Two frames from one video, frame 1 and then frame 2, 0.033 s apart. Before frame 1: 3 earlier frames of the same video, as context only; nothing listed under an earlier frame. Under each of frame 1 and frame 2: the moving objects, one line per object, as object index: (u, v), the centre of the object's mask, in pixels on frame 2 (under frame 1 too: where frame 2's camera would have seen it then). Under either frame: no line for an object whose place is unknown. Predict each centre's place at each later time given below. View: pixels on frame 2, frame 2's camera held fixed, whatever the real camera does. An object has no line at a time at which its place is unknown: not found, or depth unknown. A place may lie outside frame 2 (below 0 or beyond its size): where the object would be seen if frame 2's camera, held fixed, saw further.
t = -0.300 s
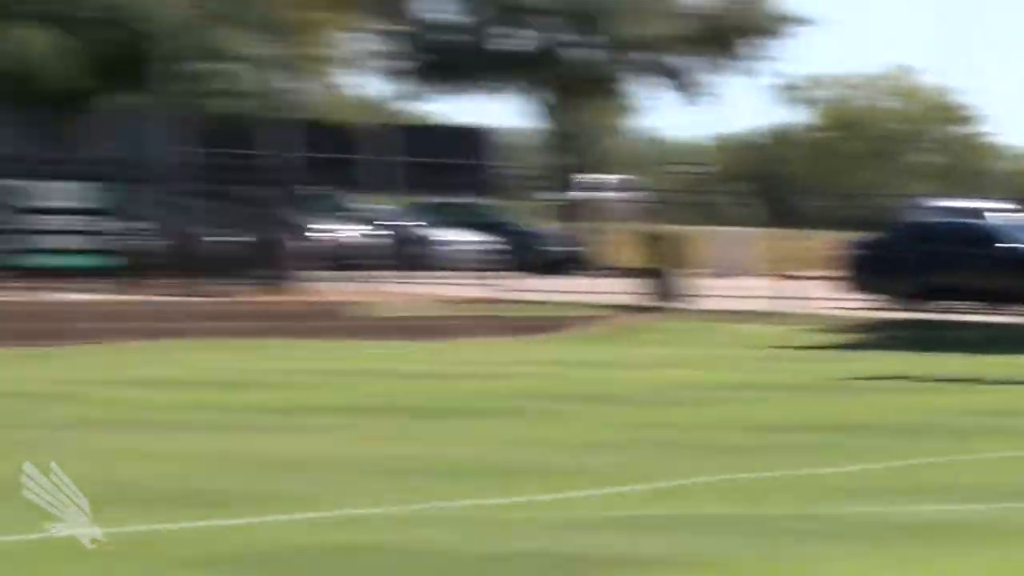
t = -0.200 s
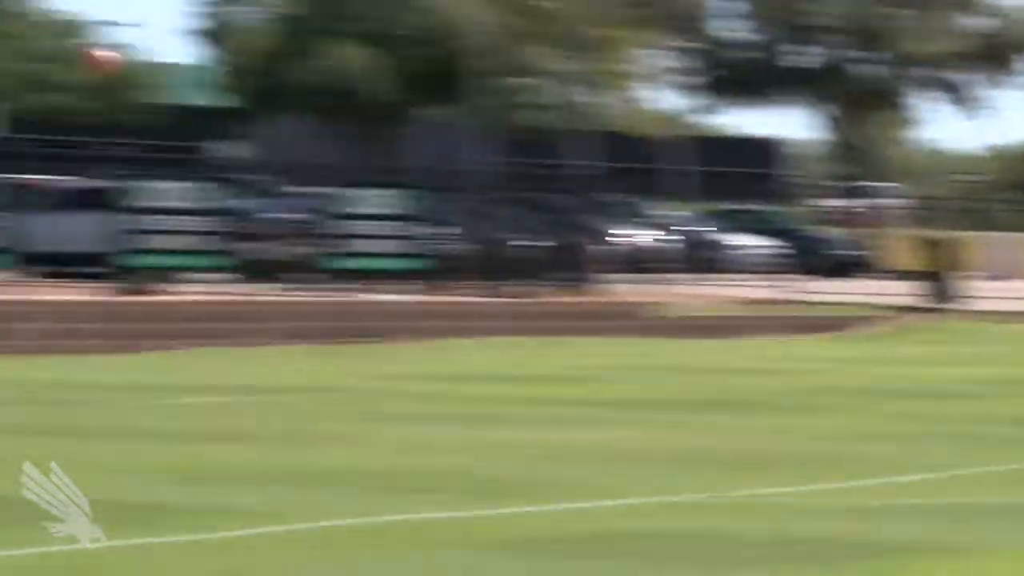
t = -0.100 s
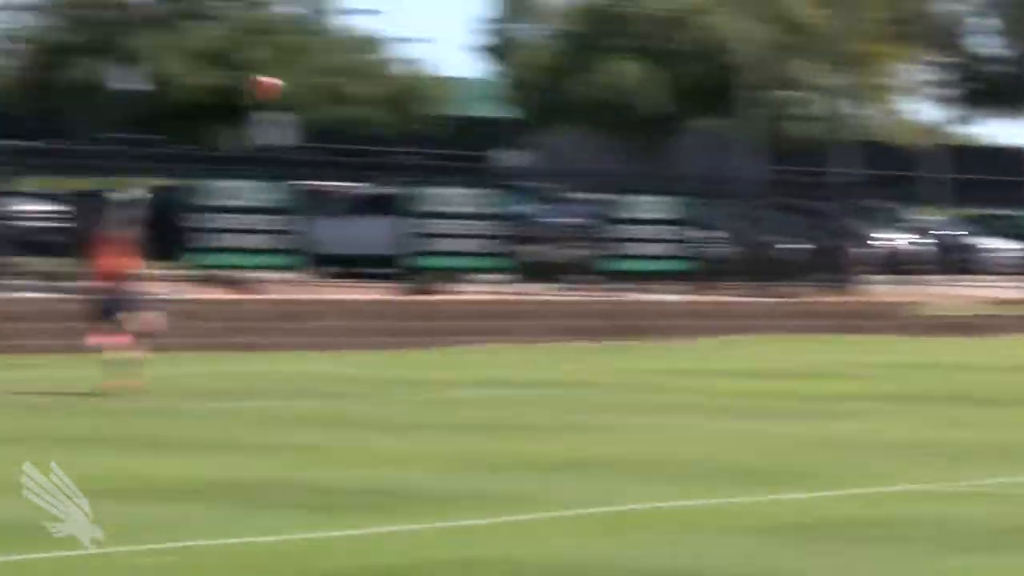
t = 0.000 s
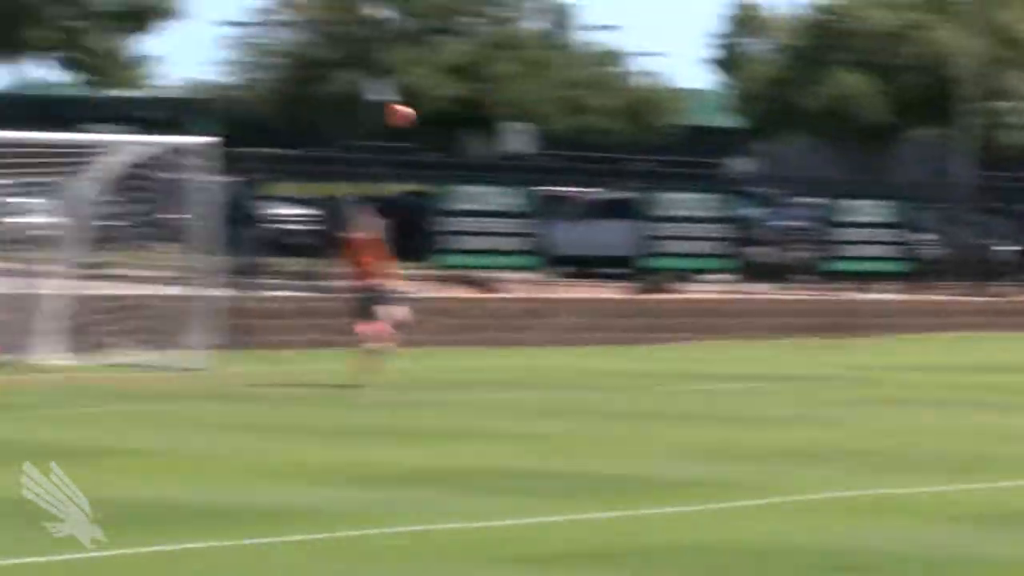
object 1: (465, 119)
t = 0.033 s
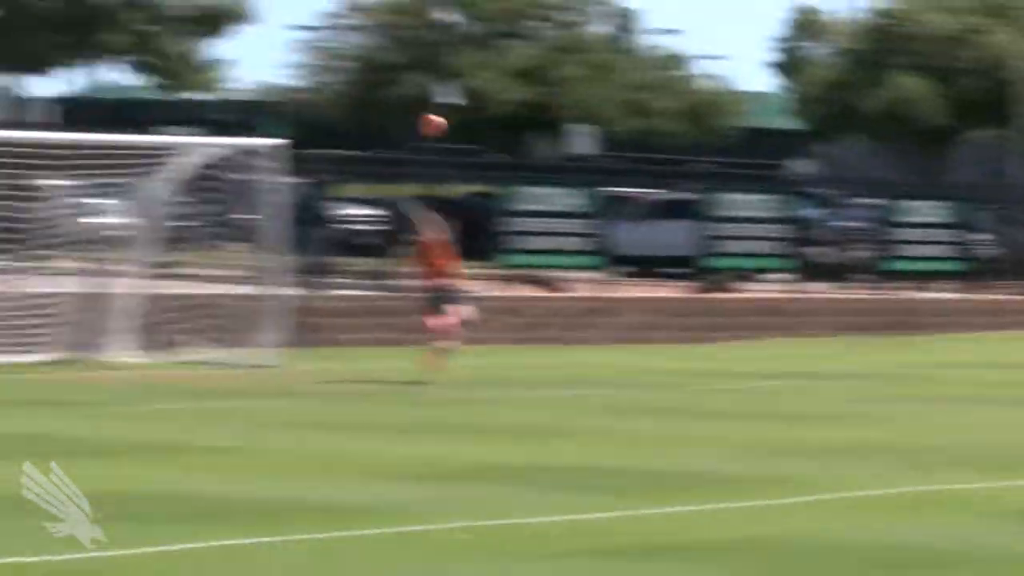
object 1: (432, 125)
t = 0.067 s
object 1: (401, 132)
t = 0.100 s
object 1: (371, 139)
